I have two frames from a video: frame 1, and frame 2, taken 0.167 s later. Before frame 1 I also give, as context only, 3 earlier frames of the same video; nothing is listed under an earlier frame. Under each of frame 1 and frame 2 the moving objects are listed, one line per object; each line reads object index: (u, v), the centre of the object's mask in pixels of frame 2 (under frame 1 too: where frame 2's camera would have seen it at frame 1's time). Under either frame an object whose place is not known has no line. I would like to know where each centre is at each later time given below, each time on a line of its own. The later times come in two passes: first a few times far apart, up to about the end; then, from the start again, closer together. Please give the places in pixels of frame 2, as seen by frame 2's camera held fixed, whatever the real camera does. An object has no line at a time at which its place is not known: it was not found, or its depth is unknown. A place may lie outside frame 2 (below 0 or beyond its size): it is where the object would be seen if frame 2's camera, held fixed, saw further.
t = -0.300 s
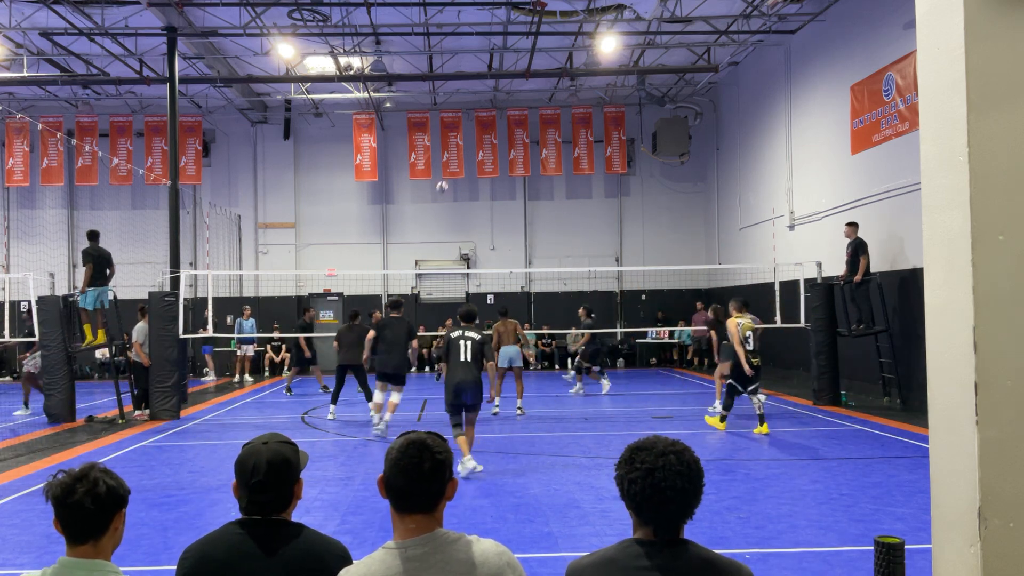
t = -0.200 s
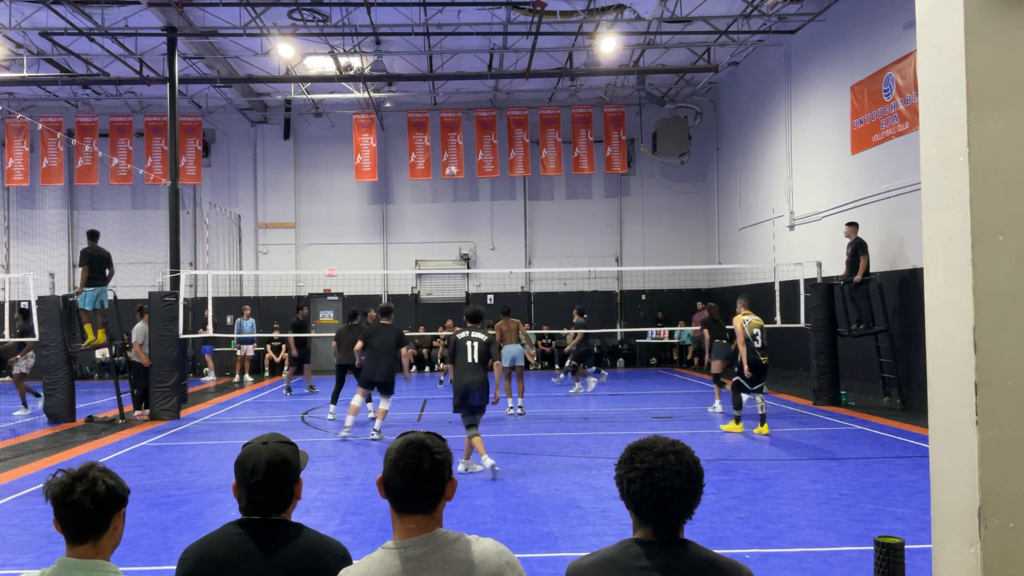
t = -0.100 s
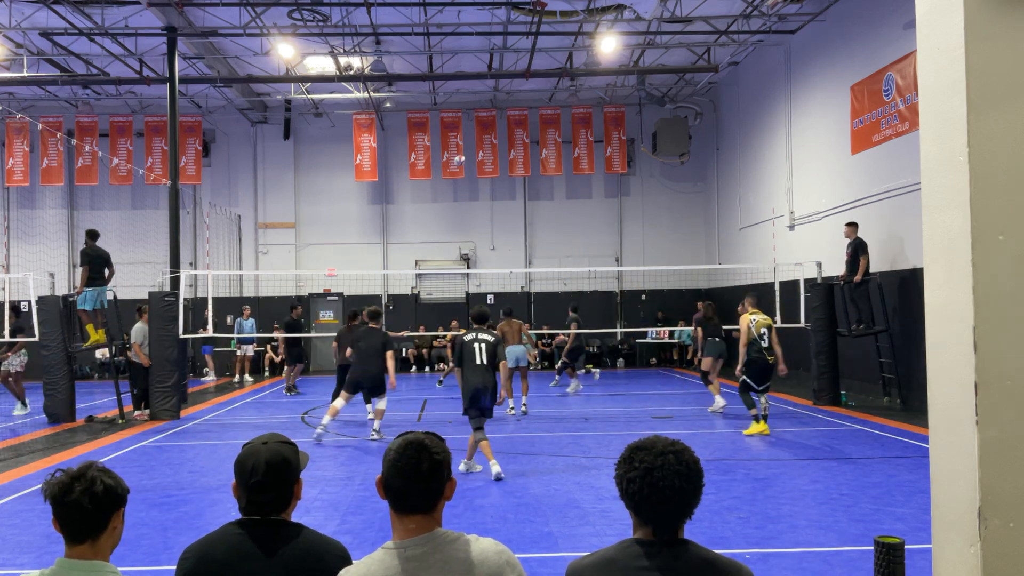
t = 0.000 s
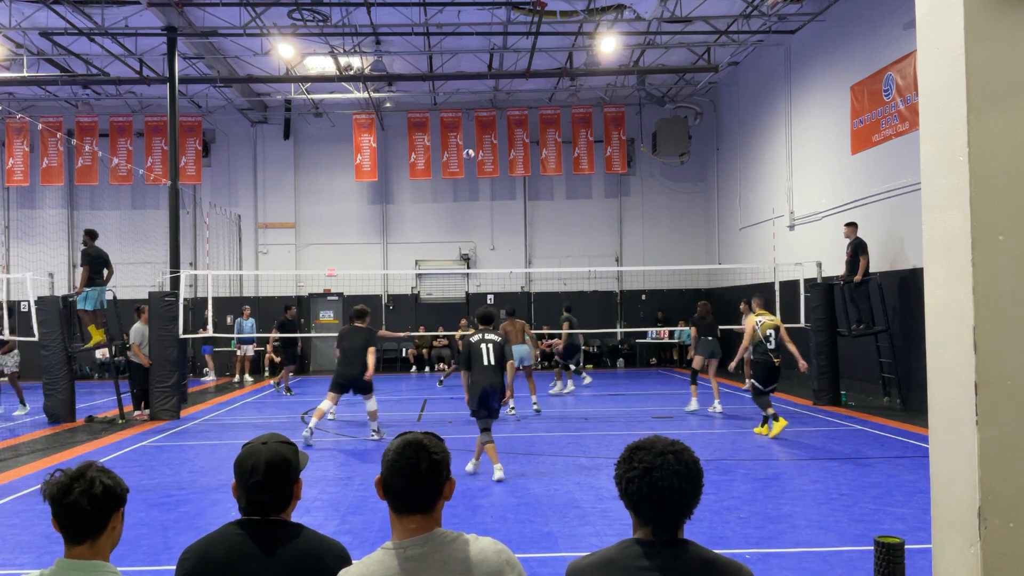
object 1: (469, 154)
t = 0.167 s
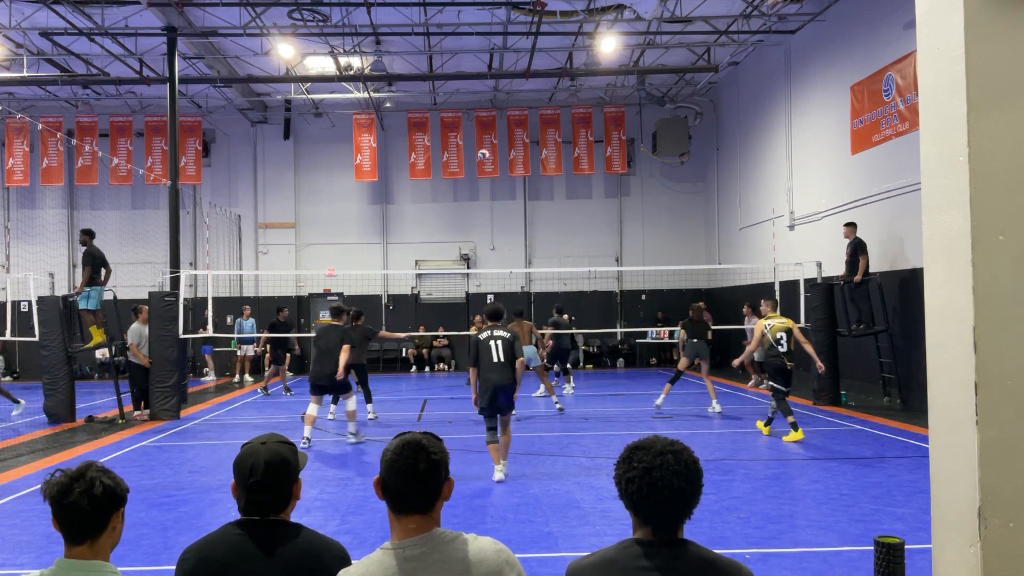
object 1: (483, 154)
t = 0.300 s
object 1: (495, 164)
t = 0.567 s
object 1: (517, 209)
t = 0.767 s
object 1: (535, 263)
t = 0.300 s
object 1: (495, 164)
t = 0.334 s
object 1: (498, 168)
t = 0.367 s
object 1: (501, 172)
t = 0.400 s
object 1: (503, 177)
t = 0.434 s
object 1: (506, 183)
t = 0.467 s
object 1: (509, 189)
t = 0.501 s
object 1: (512, 195)
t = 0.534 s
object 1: (515, 202)
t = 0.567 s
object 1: (517, 209)
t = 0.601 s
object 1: (521, 217)
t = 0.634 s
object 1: (524, 225)
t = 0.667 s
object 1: (527, 234)
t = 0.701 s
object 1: (530, 243)
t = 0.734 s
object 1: (533, 253)
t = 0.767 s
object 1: (535, 263)
